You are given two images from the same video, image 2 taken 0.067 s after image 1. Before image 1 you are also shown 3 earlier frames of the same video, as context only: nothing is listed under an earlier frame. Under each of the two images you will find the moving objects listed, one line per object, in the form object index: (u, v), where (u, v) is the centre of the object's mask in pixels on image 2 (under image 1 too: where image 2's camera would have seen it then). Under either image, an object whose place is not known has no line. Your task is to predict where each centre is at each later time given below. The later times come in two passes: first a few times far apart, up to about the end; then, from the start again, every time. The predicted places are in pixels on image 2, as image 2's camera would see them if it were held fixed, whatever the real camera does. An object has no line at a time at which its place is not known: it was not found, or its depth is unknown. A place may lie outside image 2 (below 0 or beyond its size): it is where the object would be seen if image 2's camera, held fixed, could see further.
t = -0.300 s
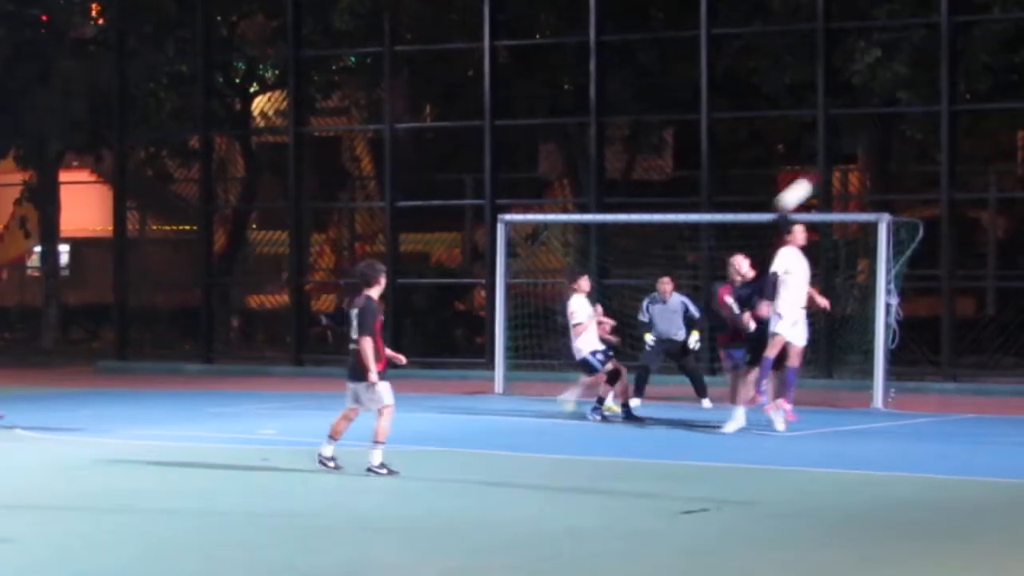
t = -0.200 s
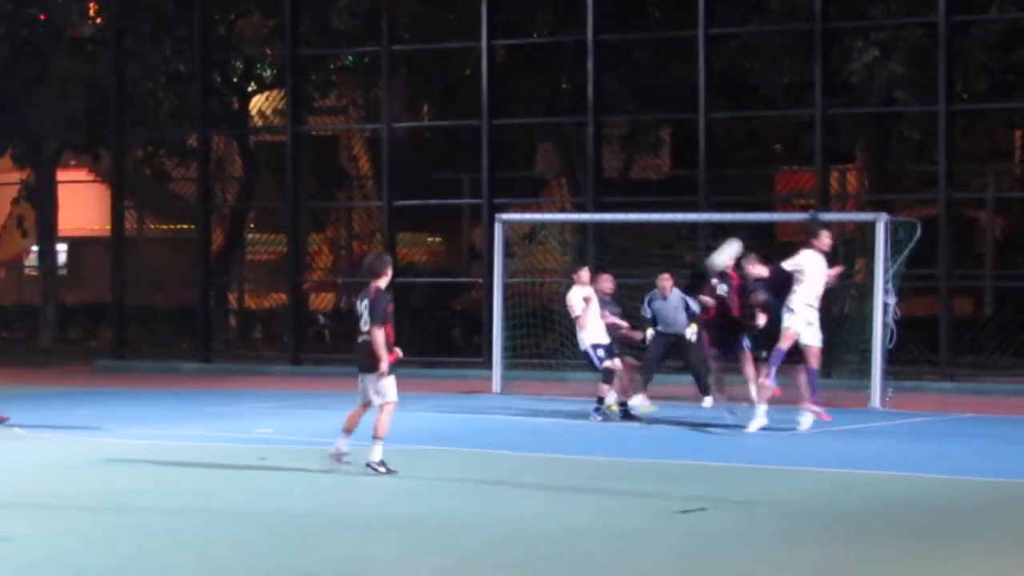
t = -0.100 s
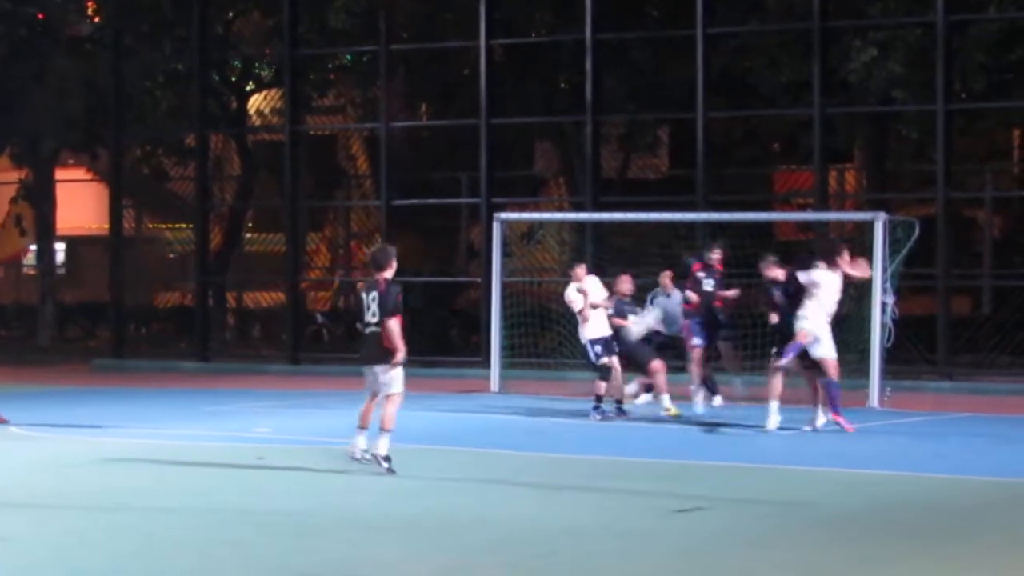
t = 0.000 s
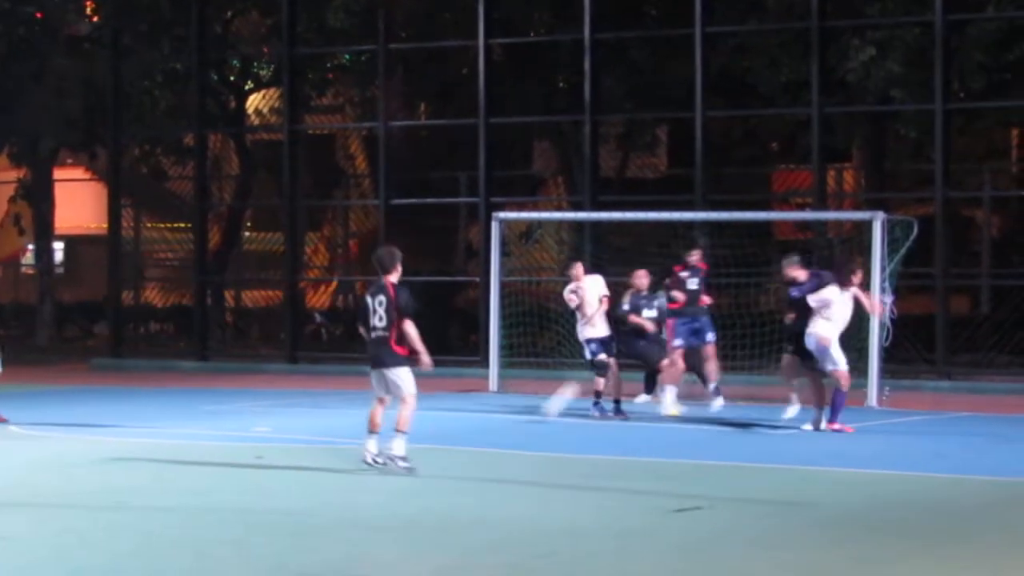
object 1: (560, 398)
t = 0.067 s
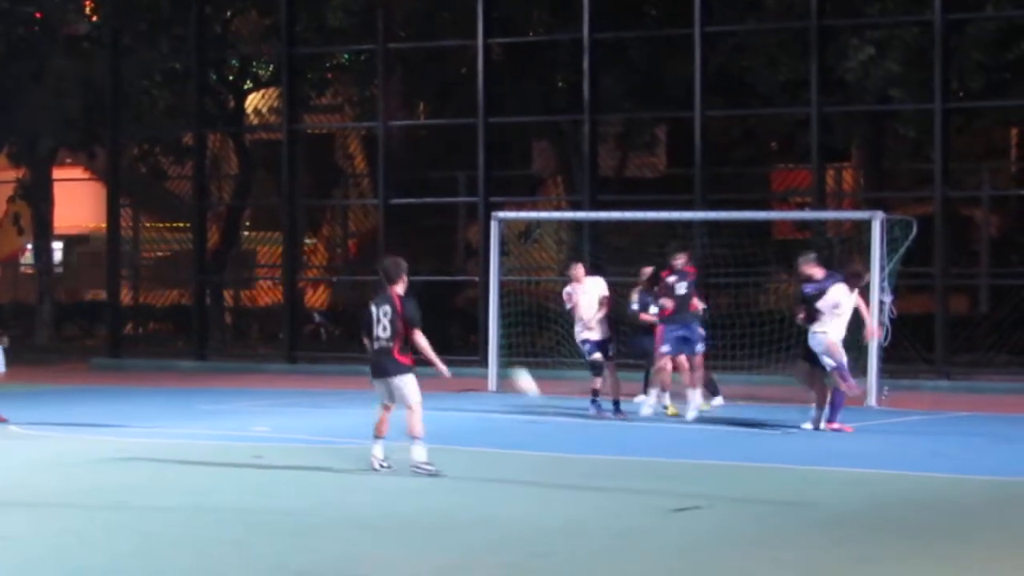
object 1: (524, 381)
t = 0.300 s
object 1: (426, 267)
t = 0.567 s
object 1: (313, 203)
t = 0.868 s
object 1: (188, 218)
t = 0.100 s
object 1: (512, 362)
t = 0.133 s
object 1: (496, 343)
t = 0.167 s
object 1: (481, 326)
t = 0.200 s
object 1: (468, 310)
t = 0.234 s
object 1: (455, 295)
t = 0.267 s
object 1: (440, 281)
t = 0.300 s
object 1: (426, 267)
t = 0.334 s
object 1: (412, 255)
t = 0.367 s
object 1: (398, 244)
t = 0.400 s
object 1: (384, 235)
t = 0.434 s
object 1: (369, 226)
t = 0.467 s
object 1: (355, 219)
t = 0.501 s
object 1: (341, 213)
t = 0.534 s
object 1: (327, 207)
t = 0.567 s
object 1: (313, 203)
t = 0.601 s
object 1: (299, 200)
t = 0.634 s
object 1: (286, 199)
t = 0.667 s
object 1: (272, 198)
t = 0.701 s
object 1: (258, 199)
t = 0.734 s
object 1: (244, 200)
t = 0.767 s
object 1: (230, 203)
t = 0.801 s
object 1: (217, 207)
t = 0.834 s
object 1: (202, 212)
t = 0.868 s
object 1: (188, 218)
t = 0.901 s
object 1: (173, 225)
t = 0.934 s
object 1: (160, 234)
